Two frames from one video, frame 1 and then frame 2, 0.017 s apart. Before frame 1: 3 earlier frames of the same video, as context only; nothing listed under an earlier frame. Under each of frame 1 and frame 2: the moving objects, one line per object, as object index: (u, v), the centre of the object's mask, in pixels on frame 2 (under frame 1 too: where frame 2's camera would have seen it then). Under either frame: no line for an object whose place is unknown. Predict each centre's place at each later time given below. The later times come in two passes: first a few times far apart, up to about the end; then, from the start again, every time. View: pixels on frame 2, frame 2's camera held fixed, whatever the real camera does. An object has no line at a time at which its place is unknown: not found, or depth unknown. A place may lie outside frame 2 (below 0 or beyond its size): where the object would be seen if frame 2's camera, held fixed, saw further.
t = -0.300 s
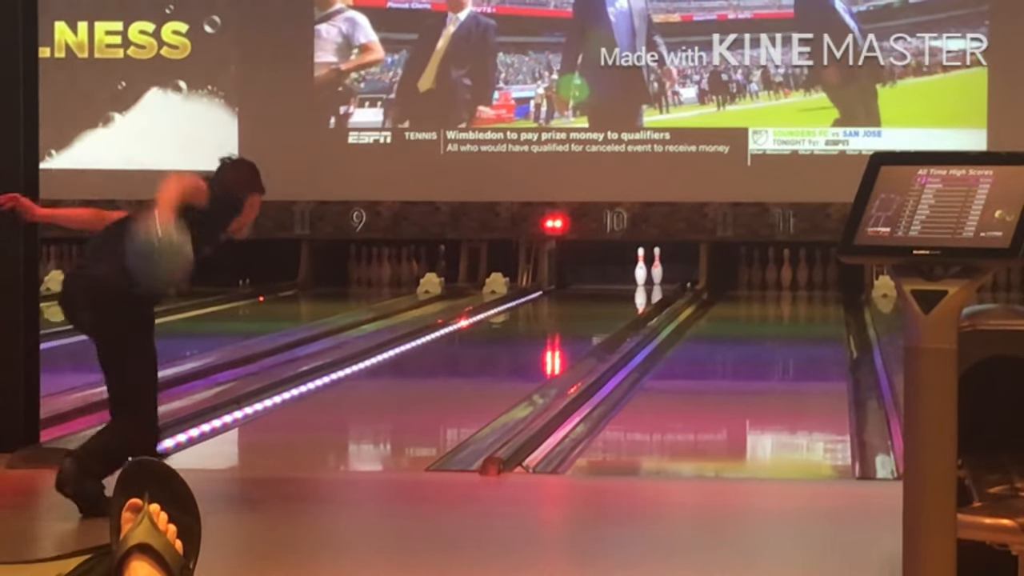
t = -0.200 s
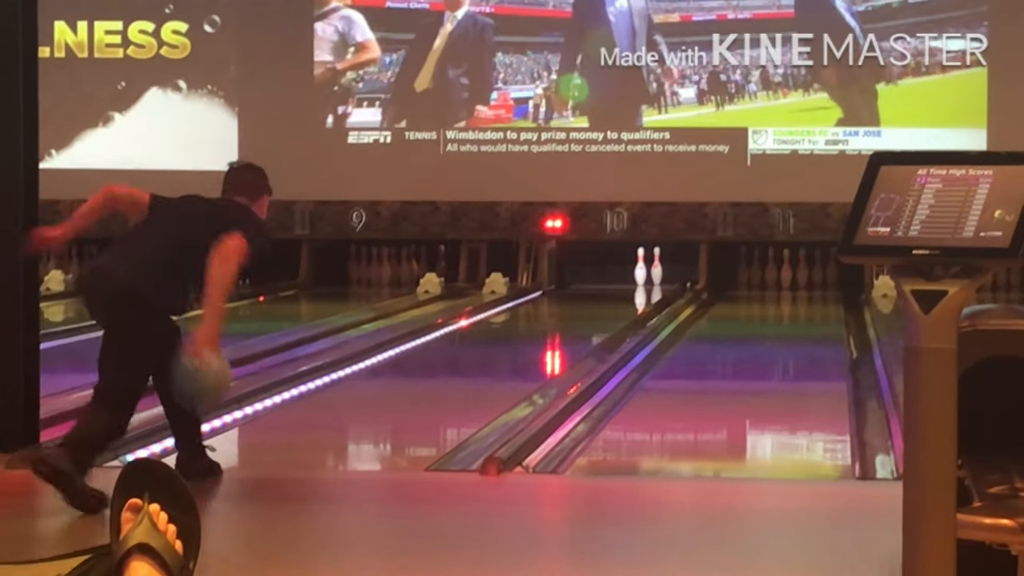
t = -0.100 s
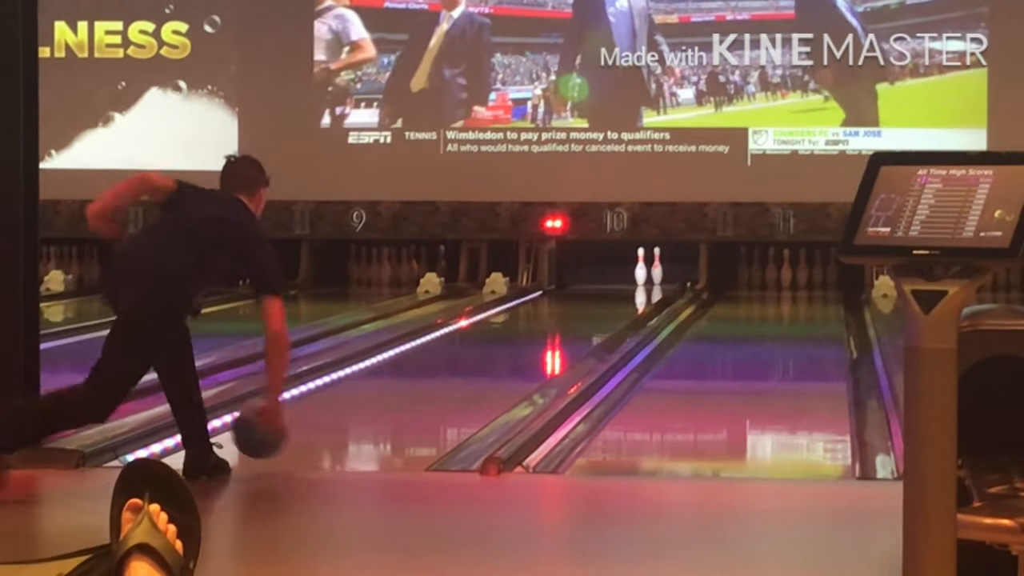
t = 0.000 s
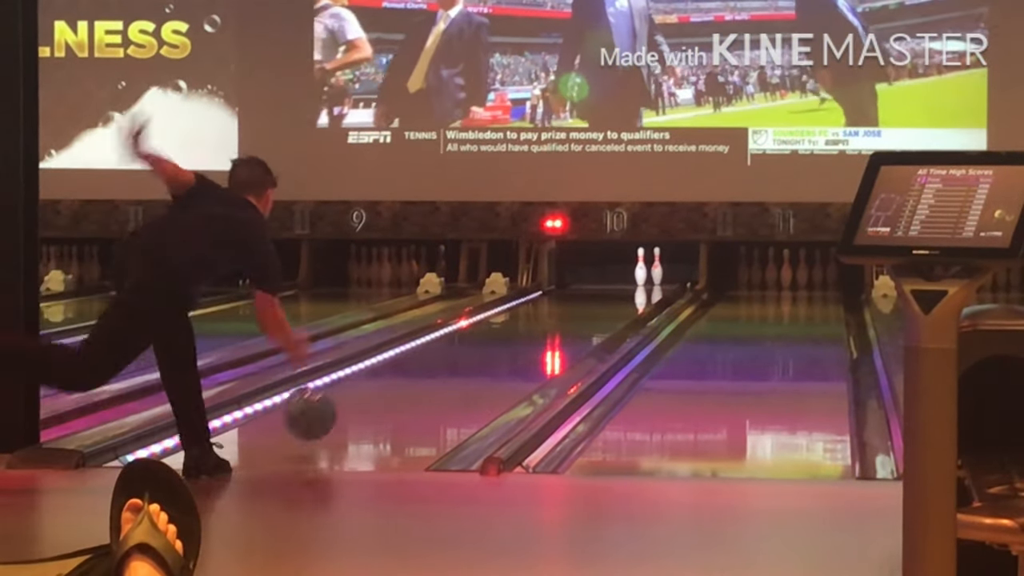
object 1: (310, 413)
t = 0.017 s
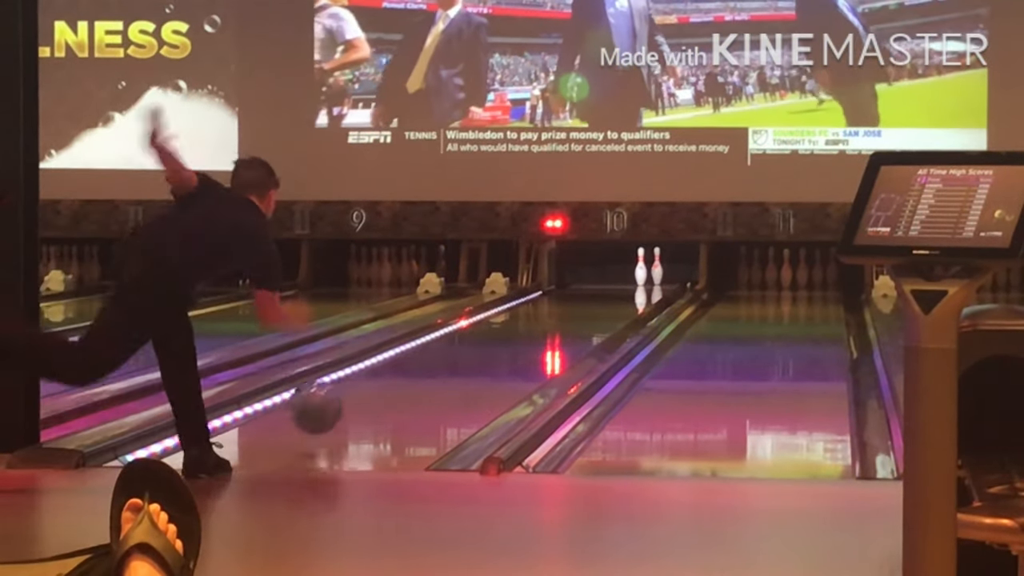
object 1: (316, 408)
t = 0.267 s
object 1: (393, 392)
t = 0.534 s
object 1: (455, 368)
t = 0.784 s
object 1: (500, 347)
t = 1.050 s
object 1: (537, 331)
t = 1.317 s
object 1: (568, 317)
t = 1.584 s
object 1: (592, 305)
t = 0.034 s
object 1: (322, 403)
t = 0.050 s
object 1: (327, 399)
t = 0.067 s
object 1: (333, 395)
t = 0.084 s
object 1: (338, 393)
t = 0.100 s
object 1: (344, 391)
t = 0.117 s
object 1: (349, 390)
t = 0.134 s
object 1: (355, 390)
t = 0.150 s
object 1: (360, 391)
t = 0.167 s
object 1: (365, 393)
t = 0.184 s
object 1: (370, 394)
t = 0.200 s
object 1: (374, 395)
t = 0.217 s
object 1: (379, 398)
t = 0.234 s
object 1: (384, 397)
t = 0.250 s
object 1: (389, 394)
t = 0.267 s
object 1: (393, 392)
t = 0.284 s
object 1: (398, 390)
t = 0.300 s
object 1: (402, 389)
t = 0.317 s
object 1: (406, 388)
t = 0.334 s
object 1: (411, 386)
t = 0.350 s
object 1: (414, 385)
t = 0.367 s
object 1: (418, 383)
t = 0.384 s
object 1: (422, 381)
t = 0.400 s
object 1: (426, 380)
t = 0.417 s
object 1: (430, 378)
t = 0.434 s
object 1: (433, 376)
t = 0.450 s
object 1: (437, 375)
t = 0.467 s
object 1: (441, 373)
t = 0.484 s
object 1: (445, 371)
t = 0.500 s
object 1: (448, 370)
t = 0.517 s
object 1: (451, 368)
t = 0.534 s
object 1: (455, 368)
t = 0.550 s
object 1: (458, 365)
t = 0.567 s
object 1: (461, 364)
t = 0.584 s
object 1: (464, 363)
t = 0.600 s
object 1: (468, 361)
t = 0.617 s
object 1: (471, 360)
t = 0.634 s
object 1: (474, 359)
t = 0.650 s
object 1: (476, 358)
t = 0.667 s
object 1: (480, 356)
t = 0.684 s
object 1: (483, 355)
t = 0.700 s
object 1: (486, 353)
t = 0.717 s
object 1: (489, 353)
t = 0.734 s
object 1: (492, 352)
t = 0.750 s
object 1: (494, 350)
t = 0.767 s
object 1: (497, 349)
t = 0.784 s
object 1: (500, 347)
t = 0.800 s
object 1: (502, 346)
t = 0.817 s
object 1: (505, 346)
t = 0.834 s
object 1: (507, 344)
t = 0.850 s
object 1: (509, 344)
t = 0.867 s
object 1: (512, 342)
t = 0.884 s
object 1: (515, 342)
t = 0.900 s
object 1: (517, 340)
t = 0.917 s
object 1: (520, 339)
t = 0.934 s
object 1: (522, 337)
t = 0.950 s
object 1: (524, 337)
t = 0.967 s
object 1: (527, 336)
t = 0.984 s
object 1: (529, 334)
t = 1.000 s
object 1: (530, 334)
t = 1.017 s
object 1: (533, 333)
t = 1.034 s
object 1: (535, 332)
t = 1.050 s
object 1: (537, 331)
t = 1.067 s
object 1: (539, 330)
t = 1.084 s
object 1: (541, 329)
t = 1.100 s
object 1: (543, 328)
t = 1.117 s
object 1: (546, 327)
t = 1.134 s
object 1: (547, 326)
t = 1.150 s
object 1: (549, 325)
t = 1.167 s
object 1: (551, 324)
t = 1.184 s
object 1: (553, 323)
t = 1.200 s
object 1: (554, 322)
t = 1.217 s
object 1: (557, 322)
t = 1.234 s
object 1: (560, 321)
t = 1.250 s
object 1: (561, 321)
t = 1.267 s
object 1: (562, 320)
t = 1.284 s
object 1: (565, 319)
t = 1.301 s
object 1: (566, 317)
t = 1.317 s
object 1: (568, 317)
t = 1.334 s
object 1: (569, 316)
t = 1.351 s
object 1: (570, 315)
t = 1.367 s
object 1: (572, 315)
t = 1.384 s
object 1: (574, 313)
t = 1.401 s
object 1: (576, 313)
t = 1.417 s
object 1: (578, 312)
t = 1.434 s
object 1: (579, 312)
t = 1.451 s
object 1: (581, 310)
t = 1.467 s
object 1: (582, 309)
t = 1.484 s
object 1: (584, 309)
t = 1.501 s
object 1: (585, 308)
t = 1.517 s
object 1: (586, 308)
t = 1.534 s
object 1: (587, 307)
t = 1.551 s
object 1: (589, 307)
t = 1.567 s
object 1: (590, 306)
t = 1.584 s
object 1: (592, 305)
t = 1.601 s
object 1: (594, 305)
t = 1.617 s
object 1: (595, 304)
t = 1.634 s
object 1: (597, 303)
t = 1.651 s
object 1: (597, 303)
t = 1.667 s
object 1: (599, 302)
